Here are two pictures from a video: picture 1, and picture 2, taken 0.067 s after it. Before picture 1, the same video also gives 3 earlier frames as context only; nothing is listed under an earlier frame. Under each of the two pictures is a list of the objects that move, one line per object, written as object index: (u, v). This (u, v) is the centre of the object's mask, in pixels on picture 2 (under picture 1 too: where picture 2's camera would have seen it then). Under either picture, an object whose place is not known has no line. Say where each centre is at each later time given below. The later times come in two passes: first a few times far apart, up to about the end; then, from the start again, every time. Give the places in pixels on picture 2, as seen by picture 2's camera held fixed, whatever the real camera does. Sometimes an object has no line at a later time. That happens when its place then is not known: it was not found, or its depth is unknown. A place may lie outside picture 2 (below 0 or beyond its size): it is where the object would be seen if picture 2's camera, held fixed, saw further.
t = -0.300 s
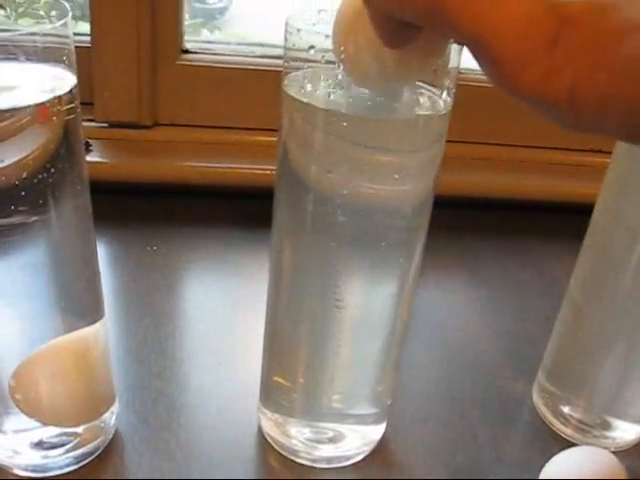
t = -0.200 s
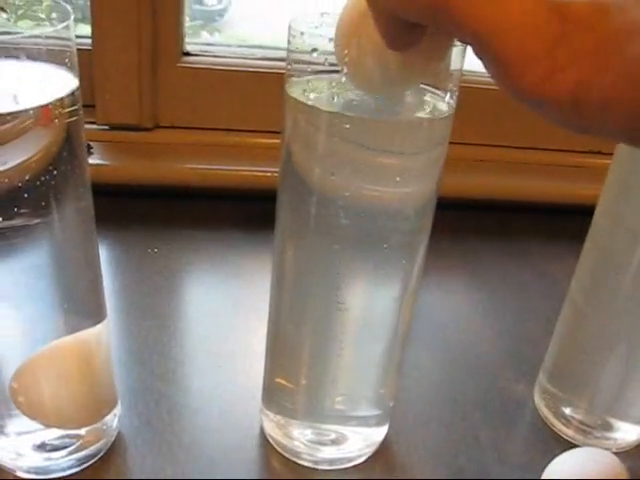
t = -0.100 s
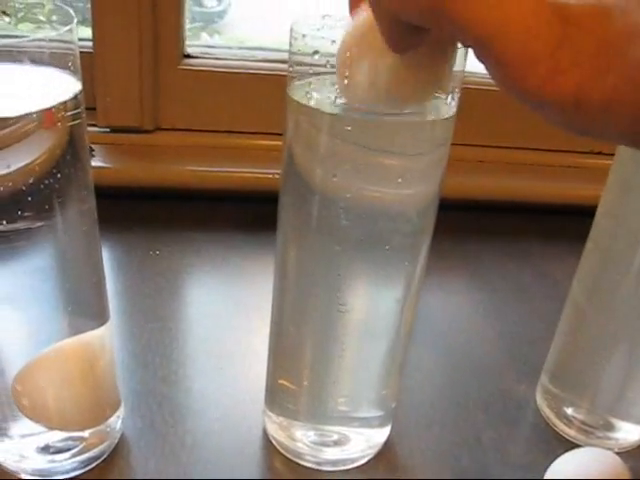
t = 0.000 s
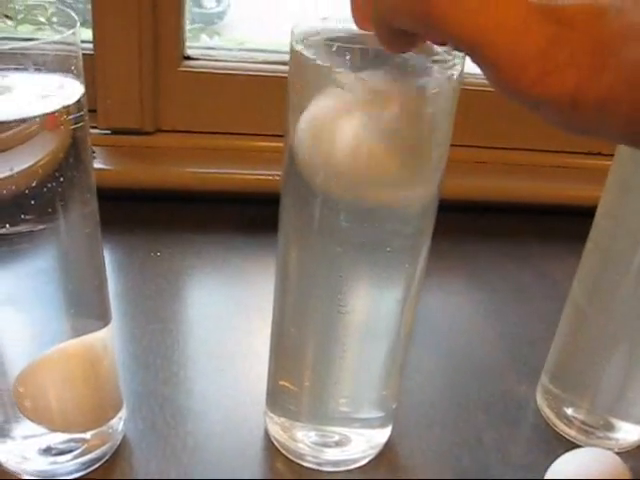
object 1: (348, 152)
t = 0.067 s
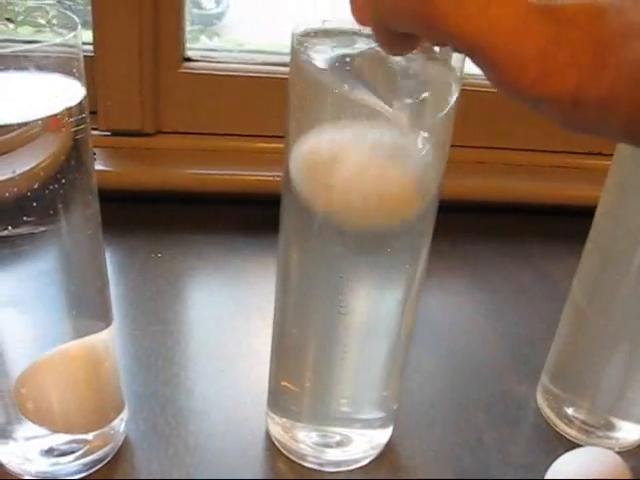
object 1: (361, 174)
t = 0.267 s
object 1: (343, 247)
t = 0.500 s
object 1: (324, 273)
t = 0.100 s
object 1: (361, 190)
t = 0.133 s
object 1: (360, 204)
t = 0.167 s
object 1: (356, 218)
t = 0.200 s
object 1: (352, 229)
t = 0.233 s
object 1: (348, 239)
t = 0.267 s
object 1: (343, 247)
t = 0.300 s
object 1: (337, 254)
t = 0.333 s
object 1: (333, 259)
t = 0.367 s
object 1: (329, 263)
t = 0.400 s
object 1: (327, 267)
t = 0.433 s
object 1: (324, 270)
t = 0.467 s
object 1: (323, 272)
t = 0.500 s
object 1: (324, 273)
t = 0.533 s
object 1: (325, 274)
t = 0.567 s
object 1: (326, 275)
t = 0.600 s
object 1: (327, 276)
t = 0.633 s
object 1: (327, 276)
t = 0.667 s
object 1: (328, 277)
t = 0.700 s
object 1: (329, 277)
